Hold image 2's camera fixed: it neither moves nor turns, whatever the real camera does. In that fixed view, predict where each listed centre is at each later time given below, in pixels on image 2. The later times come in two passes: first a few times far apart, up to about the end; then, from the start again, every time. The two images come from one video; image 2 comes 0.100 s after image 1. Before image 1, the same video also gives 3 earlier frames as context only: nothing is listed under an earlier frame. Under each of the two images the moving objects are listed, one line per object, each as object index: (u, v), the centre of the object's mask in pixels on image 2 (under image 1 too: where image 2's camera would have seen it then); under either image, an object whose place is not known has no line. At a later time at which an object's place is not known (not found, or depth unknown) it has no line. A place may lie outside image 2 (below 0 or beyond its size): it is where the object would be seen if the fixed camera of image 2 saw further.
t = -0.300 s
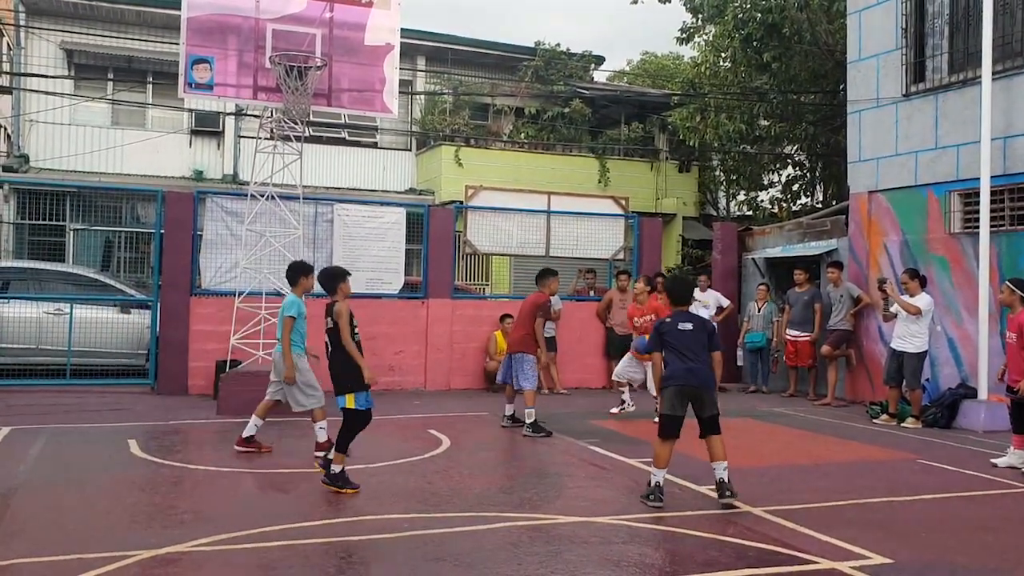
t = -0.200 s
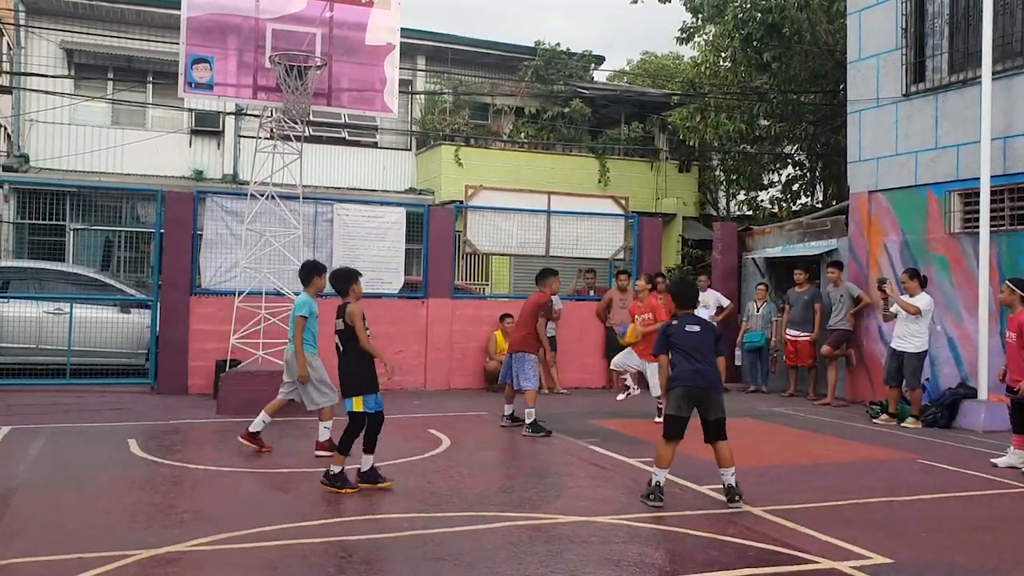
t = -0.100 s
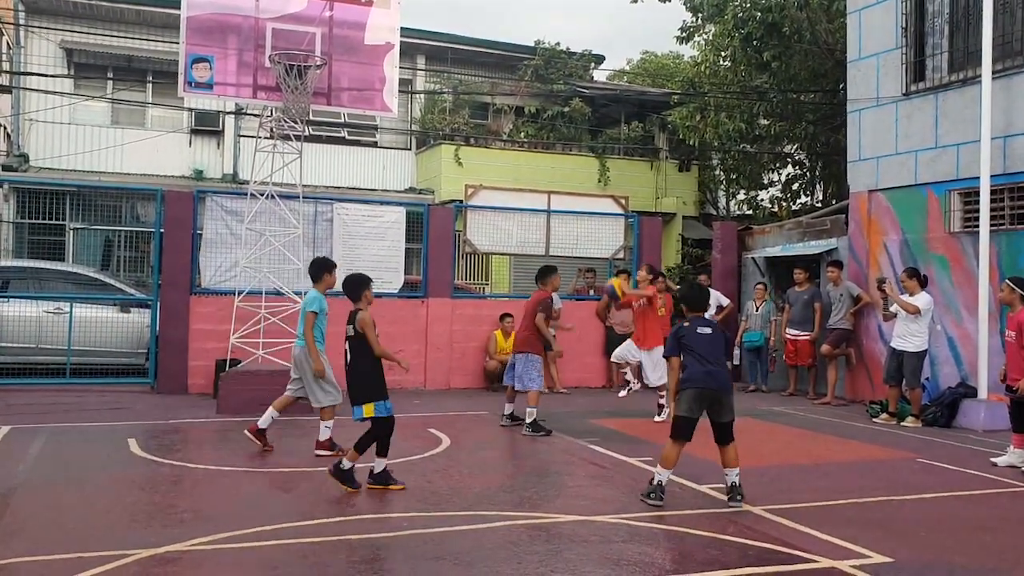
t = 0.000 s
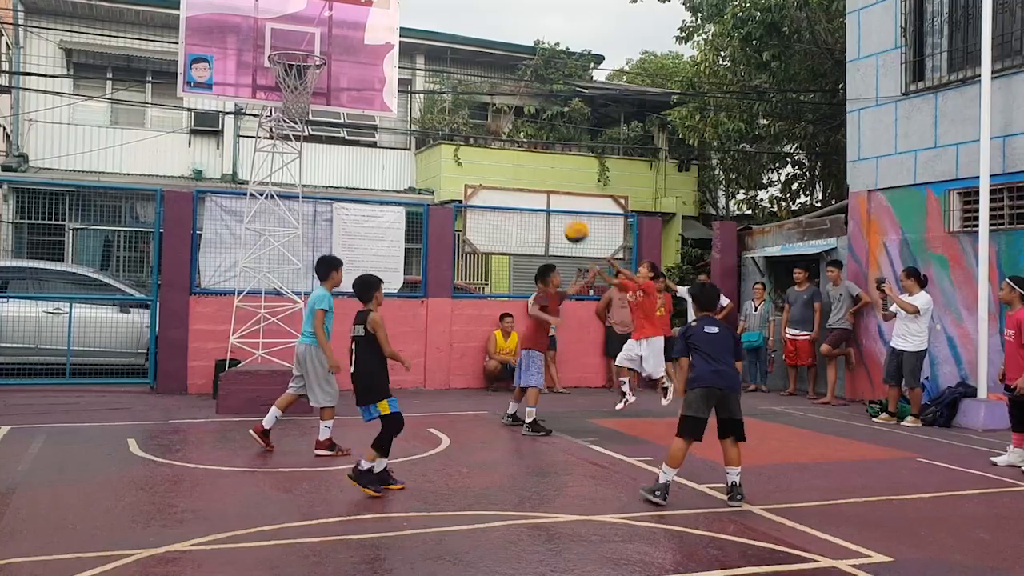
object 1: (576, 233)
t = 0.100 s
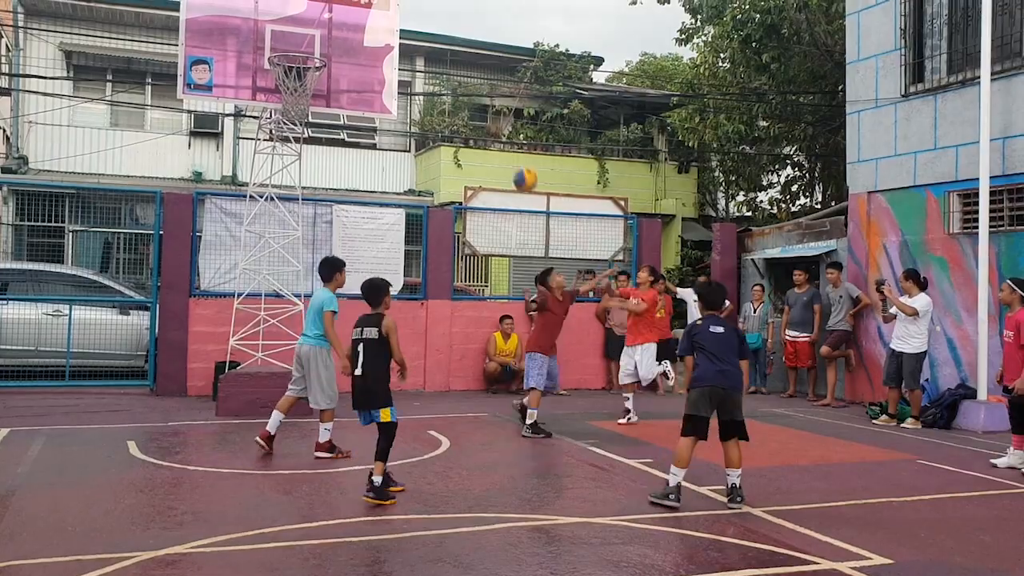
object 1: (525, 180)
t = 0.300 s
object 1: (418, 95)
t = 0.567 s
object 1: (523, 123)
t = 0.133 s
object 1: (508, 163)
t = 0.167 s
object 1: (490, 148)
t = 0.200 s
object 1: (474, 130)
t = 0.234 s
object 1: (456, 120)
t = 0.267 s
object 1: (437, 107)
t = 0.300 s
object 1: (418, 95)
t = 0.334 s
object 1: (411, 89)
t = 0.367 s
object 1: (430, 91)
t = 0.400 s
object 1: (445, 93)
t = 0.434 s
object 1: (461, 97)
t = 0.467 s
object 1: (478, 102)
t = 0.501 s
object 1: (494, 108)
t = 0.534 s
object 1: (510, 116)
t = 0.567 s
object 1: (523, 123)
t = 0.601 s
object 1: (537, 132)
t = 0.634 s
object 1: (551, 141)
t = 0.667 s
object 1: (565, 151)
